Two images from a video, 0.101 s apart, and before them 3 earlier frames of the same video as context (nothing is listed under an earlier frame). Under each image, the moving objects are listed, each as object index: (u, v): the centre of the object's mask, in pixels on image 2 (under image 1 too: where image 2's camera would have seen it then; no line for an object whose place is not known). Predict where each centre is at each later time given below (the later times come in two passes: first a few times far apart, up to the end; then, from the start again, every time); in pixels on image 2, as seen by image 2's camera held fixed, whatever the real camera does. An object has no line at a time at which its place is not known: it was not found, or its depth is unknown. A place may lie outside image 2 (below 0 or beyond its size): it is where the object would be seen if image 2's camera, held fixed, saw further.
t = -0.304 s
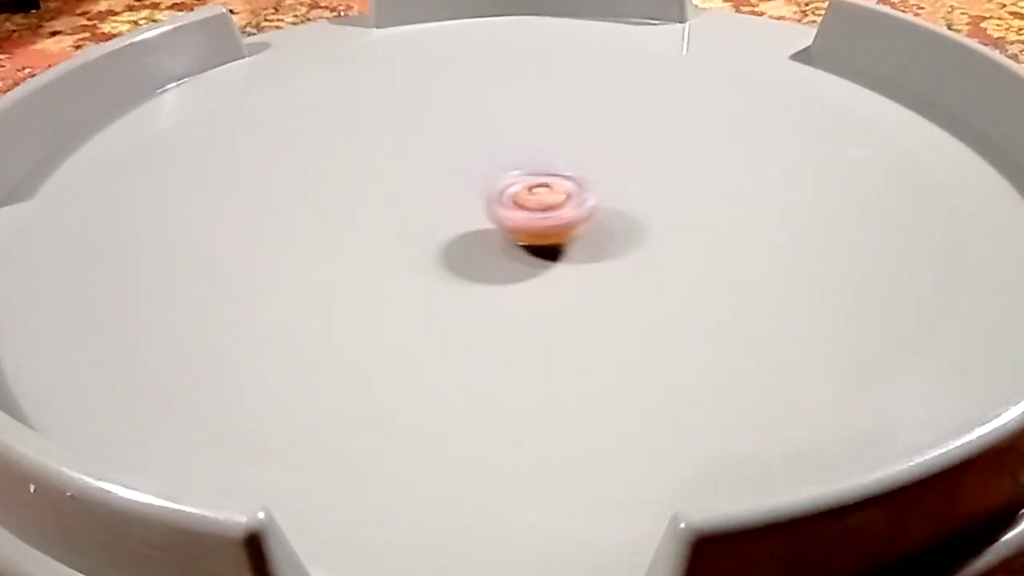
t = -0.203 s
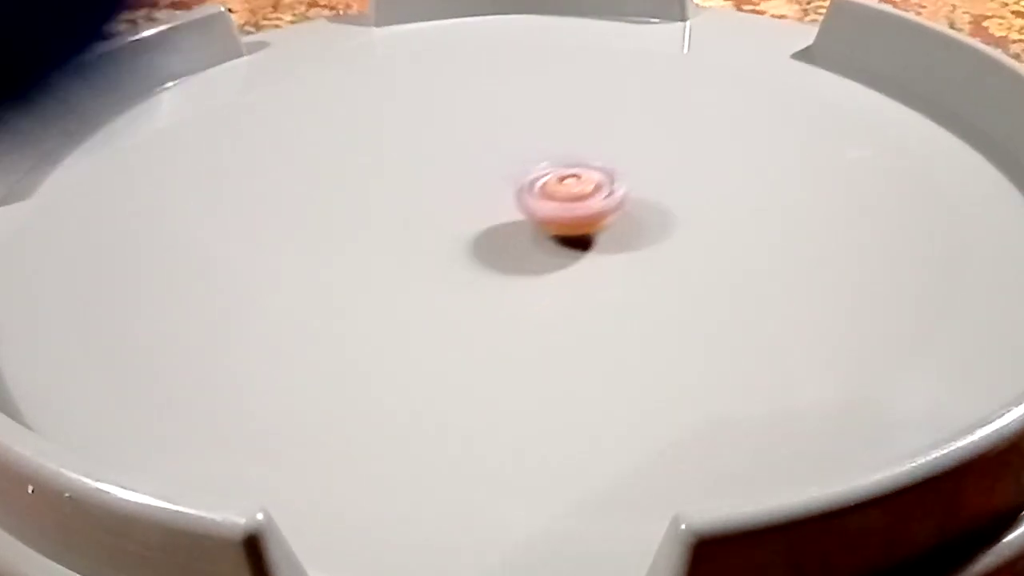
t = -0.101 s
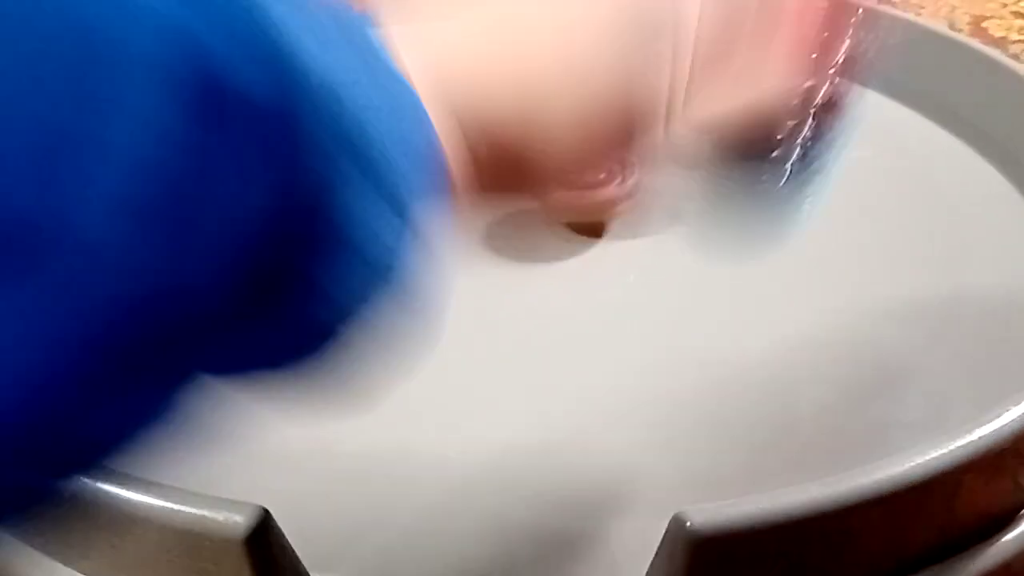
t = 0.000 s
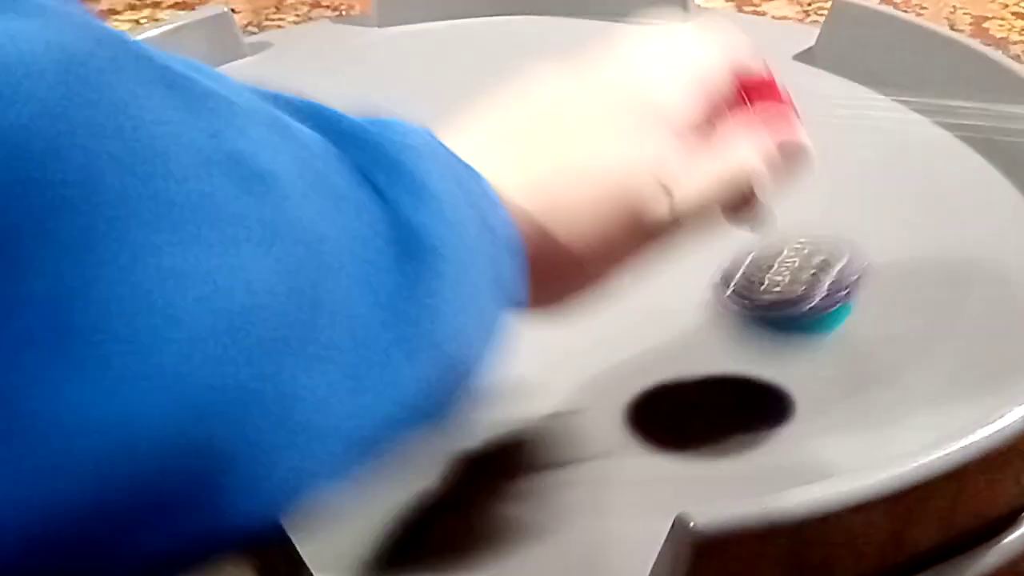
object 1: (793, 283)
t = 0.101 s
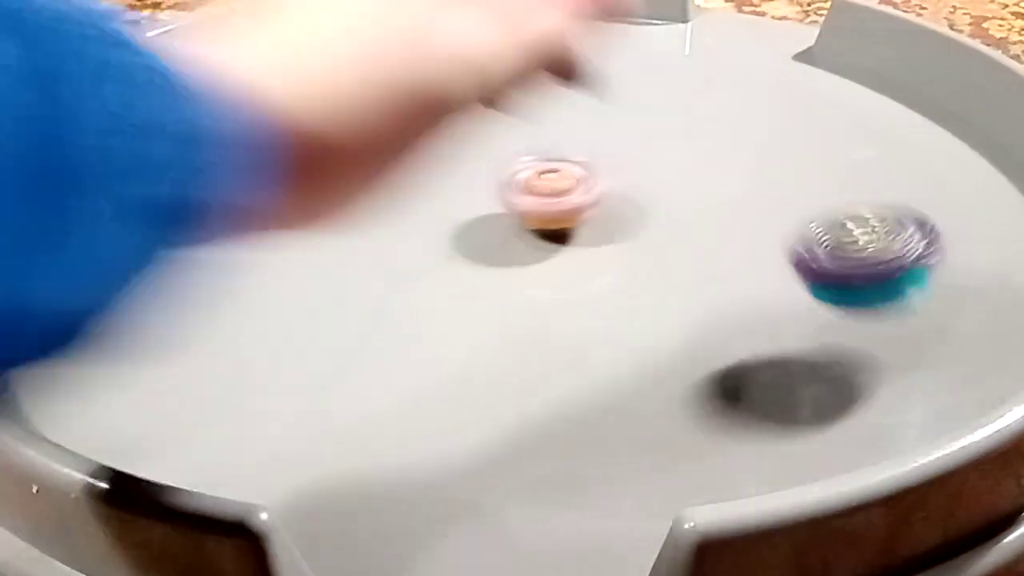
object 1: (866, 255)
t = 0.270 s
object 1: (854, 254)
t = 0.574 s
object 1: (617, 242)
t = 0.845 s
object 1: (352, 300)
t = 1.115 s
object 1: (173, 414)
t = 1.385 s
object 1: (255, 404)
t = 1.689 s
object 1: (434, 264)
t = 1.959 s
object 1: (292, 176)
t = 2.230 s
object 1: (177, 207)
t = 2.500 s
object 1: (316, 226)
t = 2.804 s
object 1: (410, 129)
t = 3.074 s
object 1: (399, 114)
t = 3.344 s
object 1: (423, 123)
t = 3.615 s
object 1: (498, 113)
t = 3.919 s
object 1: (562, 121)
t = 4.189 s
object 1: (631, 122)
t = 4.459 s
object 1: (655, 139)
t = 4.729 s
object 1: (655, 162)
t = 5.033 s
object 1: (648, 189)
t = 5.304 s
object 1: (622, 213)
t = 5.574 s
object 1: (641, 248)
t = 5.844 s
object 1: (359, 103)
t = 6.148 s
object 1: (324, 157)
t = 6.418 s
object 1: (898, 323)
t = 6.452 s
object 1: (955, 324)
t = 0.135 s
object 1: (882, 282)
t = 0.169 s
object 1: (883, 272)
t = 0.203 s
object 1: (880, 268)
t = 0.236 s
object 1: (869, 259)
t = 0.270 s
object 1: (854, 254)
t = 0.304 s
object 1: (835, 249)
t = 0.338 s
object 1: (812, 246)
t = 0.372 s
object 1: (787, 243)
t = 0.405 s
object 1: (760, 242)
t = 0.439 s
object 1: (733, 241)
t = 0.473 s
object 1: (706, 241)
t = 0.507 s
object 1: (675, 241)
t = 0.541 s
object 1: (645, 242)
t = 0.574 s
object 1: (617, 242)
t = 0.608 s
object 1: (592, 247)
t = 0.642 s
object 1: (563, 251)
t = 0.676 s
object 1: (534, 256)
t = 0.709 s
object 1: (498, 260)
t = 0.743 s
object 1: (469, 267)
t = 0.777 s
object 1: (433, 277)
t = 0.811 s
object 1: (392, 289)
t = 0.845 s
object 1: (352, 300)
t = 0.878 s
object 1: (316, 312)
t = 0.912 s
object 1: (277, 325)
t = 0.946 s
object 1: (245, 339)
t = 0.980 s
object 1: (216, 353)
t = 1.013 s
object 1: (196, 368)
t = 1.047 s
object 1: (185, 384)
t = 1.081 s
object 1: (179, 401)
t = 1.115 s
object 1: (173, 414)
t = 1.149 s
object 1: (183, 422)
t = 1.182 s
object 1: (205, 423)
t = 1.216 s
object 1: (223, 424)
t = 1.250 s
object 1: (236, 423)
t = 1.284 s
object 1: (246, 422)
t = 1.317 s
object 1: (252, 419)
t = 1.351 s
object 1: (254, 414)
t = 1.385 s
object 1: (255, 404)
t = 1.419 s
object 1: (267, 393)
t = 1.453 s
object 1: (289, 380)
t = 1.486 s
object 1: (316, 366)
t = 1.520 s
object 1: (350, 351)
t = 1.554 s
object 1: (380, 334)
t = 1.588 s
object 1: (402, 317)
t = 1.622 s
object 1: (418, 300)
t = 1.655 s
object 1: (429, 281)
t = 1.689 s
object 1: (434, 264)
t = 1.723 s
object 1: (433, 247)
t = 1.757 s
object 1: (435, 231)
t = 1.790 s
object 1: (424, 218)
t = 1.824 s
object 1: (393, 207)
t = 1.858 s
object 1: (368, 198)
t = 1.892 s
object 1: (343, 189)
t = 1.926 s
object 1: (318, 182)
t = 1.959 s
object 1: (292, 176)
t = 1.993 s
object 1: (268, 172)
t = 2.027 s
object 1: (244, 170)
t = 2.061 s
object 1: (222, 171)
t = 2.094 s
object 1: (203, 174)
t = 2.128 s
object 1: (187, 179)
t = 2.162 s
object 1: (177, 188)
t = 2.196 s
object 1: (173, 198)
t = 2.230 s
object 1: (177, 207)
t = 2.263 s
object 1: (187, 216)
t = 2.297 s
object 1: (201, 224)
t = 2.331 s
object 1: (217, 231)
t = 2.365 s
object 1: (232, 237)
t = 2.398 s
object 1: (249, 239)
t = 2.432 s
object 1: (270, 238)
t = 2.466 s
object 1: (293, 234)
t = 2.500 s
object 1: (316, 226)
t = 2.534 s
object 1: (337, 217)
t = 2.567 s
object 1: (355, 206)
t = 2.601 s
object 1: (371, 195)
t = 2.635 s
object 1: (383, 183)
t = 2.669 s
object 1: (394, 171)
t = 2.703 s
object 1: (402, 160)
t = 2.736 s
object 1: (407, 149)
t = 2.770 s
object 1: (410, 138)
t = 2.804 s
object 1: (410, 129)
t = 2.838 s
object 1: (408, 122)
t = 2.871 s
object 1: (407, 116)
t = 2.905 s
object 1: (406, 112)
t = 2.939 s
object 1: (405, 110)
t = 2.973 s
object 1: (404, 110)
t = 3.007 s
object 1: (403, 110)
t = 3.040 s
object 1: (401, 112)
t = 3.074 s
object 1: (399, 114)
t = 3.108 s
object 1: (396, 117)
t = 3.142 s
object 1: (394, 120)
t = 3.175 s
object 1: (392, 123)
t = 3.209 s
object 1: (393, 125)
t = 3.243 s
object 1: (398, 126)
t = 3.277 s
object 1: (405, 126)
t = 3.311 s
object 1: (414, 125)
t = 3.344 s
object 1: (423, 123)
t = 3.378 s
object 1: (433, 121)
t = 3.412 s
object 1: (443, 118)
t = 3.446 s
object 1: (453, 116)
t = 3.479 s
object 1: (463, 114)
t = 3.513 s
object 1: (472, 114)
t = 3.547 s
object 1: (482, 113)
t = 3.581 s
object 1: (490, 113)
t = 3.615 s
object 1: (498, 113)
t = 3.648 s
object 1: (506, 113)
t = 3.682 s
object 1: (513, 113)
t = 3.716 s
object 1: (520, 114)
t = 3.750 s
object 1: (527, 114)
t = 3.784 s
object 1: (535, 115)
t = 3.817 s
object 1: (542, 117)
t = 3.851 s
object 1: (549, 118)
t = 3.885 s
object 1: (556, 120)
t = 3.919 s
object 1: (562, 121)
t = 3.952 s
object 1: (568, 123)
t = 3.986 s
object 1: (574, 124)
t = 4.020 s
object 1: (580, 124)
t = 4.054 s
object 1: (590, 125)
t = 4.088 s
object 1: (602, 125)
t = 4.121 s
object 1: (614, 123)
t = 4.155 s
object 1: (624, 122)
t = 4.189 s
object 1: (631, 122)
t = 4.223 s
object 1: (638, 123)
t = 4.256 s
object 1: (643, 123)
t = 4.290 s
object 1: (648, 125)
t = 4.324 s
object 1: (650, 127)
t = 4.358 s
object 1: (653, 130)
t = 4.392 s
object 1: (654, 133)
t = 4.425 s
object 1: (654, 136)
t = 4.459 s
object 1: (655, 139)
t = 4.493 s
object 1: (655, 142)
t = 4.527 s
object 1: (654, 146)
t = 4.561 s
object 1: (655, 149)
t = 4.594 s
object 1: (654, 151)
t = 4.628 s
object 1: (654, 154)
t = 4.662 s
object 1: (655, 157)
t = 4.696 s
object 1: (654, 159)
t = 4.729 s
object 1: (655, 162)
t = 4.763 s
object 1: (655, 164)
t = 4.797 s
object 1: (655, 167)
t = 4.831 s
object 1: (655, 170)
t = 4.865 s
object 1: (655, 173)
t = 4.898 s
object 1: (654, 176)
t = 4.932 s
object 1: (653, 179)
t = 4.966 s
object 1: (652, 183)
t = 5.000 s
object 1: (650, 186)
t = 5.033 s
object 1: (648, 189)
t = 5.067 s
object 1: (646, 193)
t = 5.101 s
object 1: (644, 196)
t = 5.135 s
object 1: (641, 199)
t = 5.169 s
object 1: (638, 202)
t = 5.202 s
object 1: (634, 205)
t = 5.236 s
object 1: (630, 208)
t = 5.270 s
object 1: (626, 211)
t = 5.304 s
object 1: (622, 213)
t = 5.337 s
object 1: (664, 243)
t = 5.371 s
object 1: (740, 291)
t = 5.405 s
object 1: (832, 335)
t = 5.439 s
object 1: (917, 368)
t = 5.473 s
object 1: (859, 303)
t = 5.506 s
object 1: (774, 258)
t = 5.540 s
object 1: (700, 242)
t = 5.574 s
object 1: (641, 248)
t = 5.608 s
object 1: (588, 224)
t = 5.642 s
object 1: (543, 197)
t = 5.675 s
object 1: (505, 189)
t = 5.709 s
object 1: (472, 168)
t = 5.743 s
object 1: (444, 148)
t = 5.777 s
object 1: (415, 131)
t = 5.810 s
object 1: (387, 117)
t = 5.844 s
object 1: (359, 103)
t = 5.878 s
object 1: (331, 93)
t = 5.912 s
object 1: (303, 84)
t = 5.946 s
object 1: (272, 77)
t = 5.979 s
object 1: (240, 71)
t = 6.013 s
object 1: (208, 69)
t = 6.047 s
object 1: (186, 66)
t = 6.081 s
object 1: (223, 71)
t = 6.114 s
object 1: (261, 96)
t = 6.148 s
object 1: (324, 157)
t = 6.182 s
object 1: (381, 184)
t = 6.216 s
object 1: (442, 209)
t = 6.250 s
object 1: (517, 252)
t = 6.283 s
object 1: (590, 276)
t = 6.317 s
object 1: (672, 299)
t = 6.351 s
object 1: (747, 312)
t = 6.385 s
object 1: (823, 321)
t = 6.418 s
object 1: (898, 323)
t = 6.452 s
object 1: (955, 324)
